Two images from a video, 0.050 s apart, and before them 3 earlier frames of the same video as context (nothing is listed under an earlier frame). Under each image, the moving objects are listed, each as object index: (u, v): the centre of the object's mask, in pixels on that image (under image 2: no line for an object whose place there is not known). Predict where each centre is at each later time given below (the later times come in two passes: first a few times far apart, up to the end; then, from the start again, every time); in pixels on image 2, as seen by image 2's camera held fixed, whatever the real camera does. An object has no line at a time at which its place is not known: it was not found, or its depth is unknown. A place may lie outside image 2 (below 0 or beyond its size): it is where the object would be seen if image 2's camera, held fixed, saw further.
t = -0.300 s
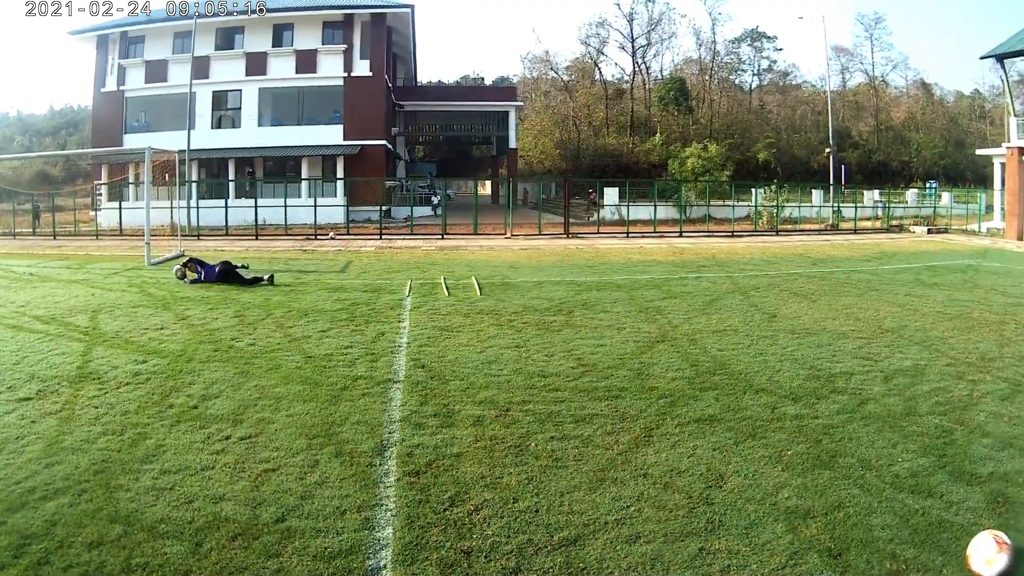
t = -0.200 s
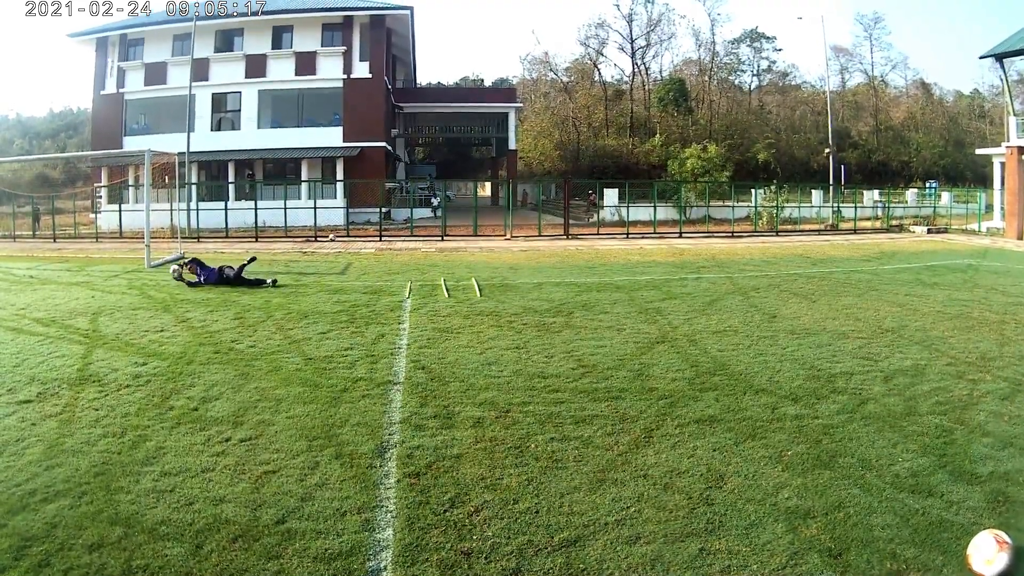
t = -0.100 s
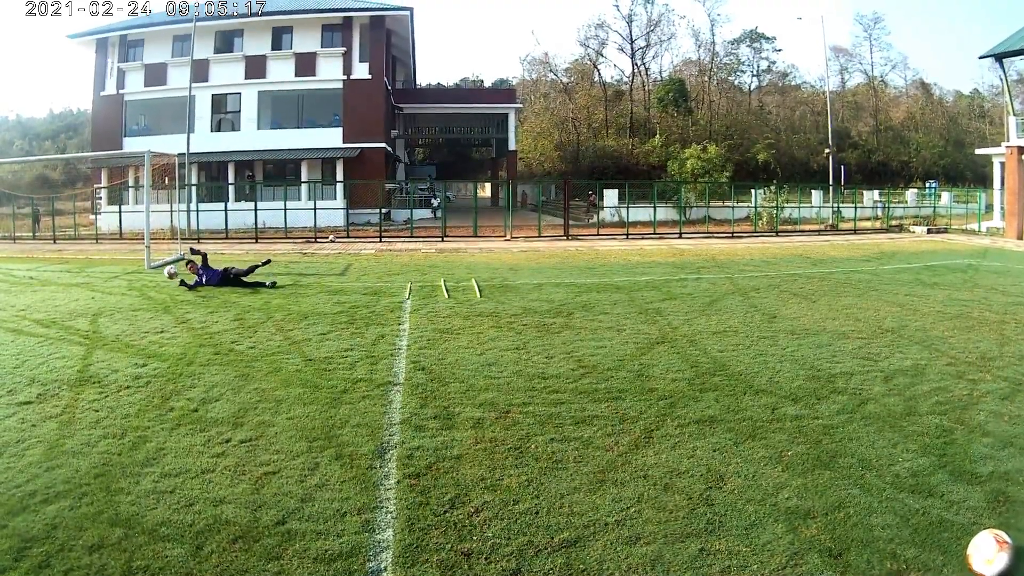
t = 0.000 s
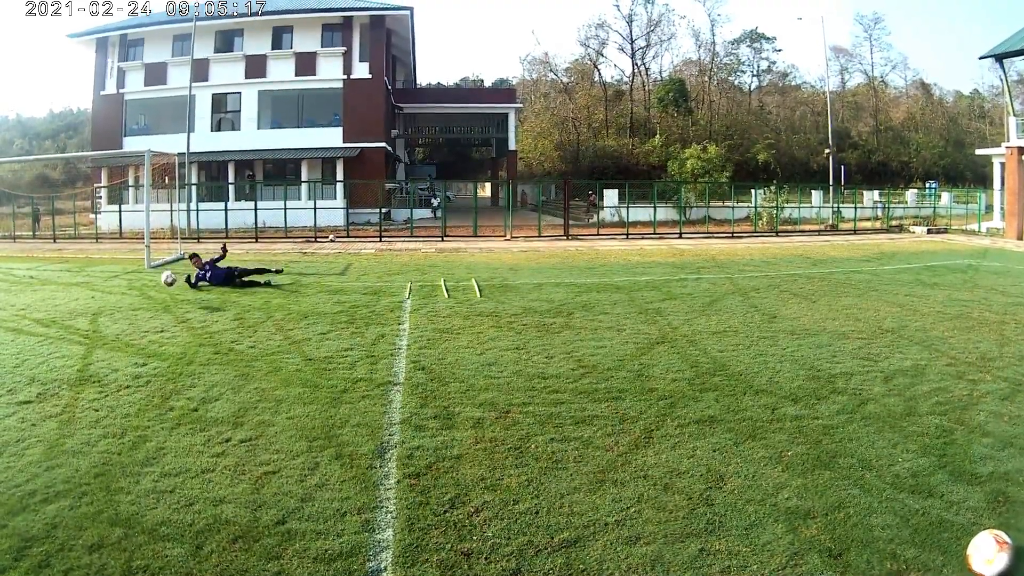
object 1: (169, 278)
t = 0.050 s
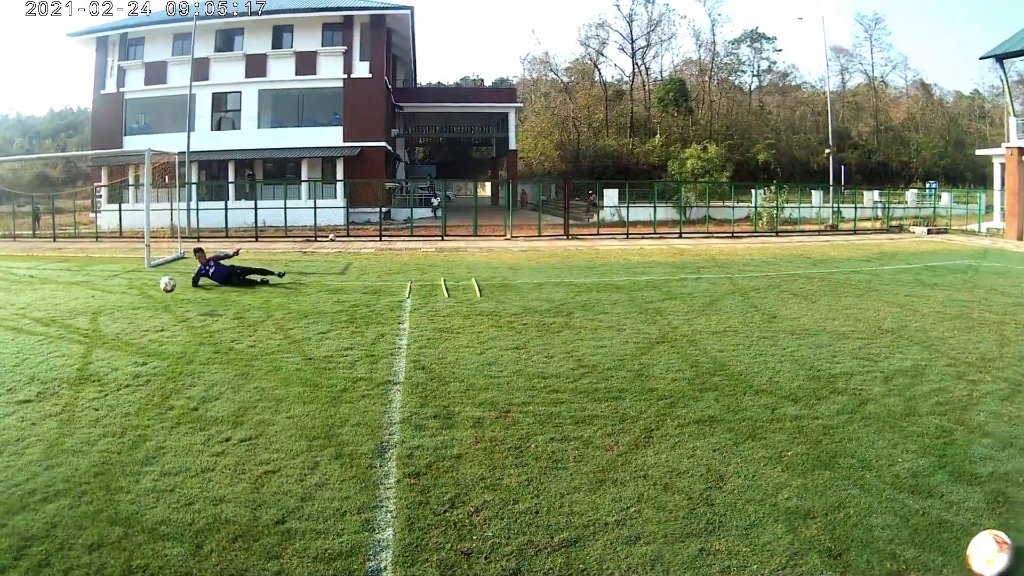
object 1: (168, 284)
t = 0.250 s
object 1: (168, 337)
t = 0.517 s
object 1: (170, 375)
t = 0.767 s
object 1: (181, 475)
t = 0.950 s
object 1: (198, 567)
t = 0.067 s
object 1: (167, 287)
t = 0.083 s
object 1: (167, 290)
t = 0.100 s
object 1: (167, 294)
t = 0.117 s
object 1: (167, 297)
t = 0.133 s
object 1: (167, 301)
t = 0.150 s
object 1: (167, 306)
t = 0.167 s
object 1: (167, 310)
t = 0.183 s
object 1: (167, 316)
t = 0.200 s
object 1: (167, 321)
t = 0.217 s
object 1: (167, 328)
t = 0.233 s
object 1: (168, 334)
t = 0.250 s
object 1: (168, 337)
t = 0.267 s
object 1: (168, 337)
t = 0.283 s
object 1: (168, 337)
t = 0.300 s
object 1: (168, 338)
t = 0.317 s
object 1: (168, 338)
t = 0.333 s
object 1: (168, 339)
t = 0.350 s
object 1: (168, 340)
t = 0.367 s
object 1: (168, 342)
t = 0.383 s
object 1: (168, 344)
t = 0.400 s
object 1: (168, 346)
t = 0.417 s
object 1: (168, 349)
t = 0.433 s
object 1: (169, 352)
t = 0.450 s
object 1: (169, 356)
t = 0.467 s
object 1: (169, 360)
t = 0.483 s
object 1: (169, 365)
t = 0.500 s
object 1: (169, 371)
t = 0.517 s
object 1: (170, 375)
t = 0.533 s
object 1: (170, 382)
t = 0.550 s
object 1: (172, 389)
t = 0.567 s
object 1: (172, 397)
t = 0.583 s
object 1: (173, 406)
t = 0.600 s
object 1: (174, 415)
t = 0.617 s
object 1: (176, 424)
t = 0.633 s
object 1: (177, 435)
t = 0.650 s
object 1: (178, 440)
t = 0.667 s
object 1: (178, 443)
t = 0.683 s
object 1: (178, 447)
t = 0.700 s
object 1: (179, 451)
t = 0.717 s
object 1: (180, 457)
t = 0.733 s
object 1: (179, 461)
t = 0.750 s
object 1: (180, 468)
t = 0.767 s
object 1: (181, 475)
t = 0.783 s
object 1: (182, 484)
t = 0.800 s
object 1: (183, 493)
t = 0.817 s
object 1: (185, 502)
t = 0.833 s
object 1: (187, 513)
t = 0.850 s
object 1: (189, 524)
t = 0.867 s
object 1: (190, 537)
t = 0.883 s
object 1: (193, 549)
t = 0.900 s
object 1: (195, 555)
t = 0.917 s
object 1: (196, 559)
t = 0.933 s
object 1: (197, 563)
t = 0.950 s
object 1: (198, 567)
